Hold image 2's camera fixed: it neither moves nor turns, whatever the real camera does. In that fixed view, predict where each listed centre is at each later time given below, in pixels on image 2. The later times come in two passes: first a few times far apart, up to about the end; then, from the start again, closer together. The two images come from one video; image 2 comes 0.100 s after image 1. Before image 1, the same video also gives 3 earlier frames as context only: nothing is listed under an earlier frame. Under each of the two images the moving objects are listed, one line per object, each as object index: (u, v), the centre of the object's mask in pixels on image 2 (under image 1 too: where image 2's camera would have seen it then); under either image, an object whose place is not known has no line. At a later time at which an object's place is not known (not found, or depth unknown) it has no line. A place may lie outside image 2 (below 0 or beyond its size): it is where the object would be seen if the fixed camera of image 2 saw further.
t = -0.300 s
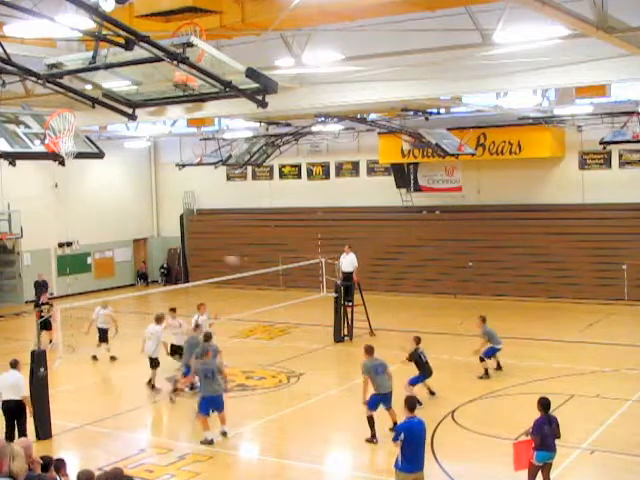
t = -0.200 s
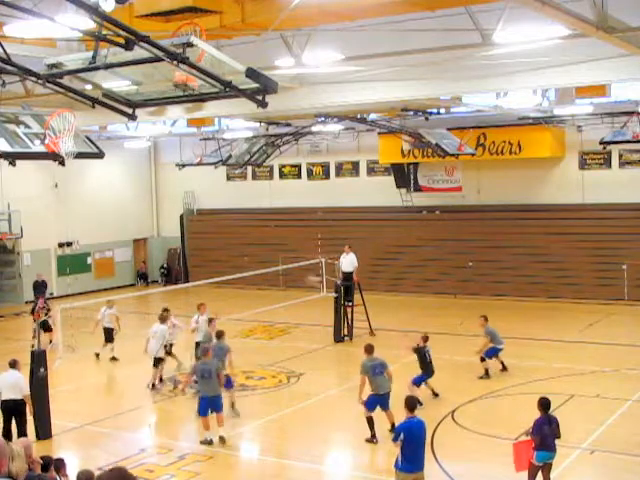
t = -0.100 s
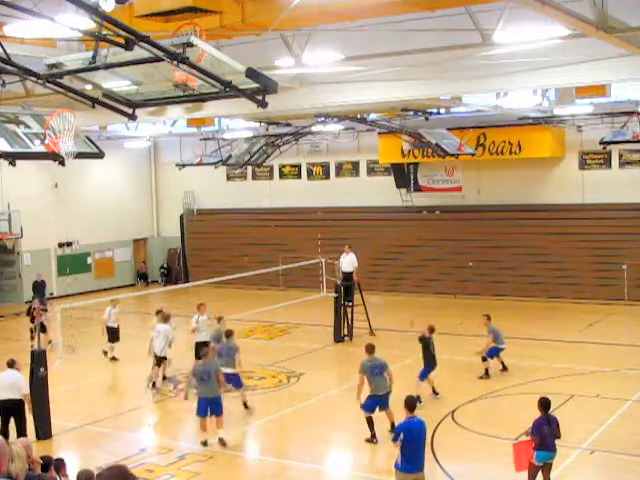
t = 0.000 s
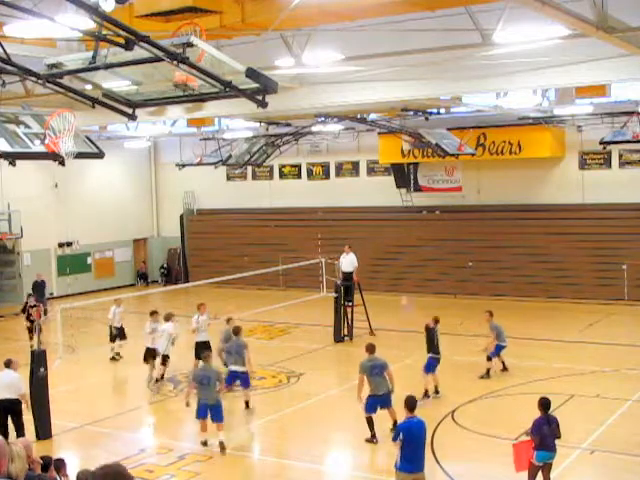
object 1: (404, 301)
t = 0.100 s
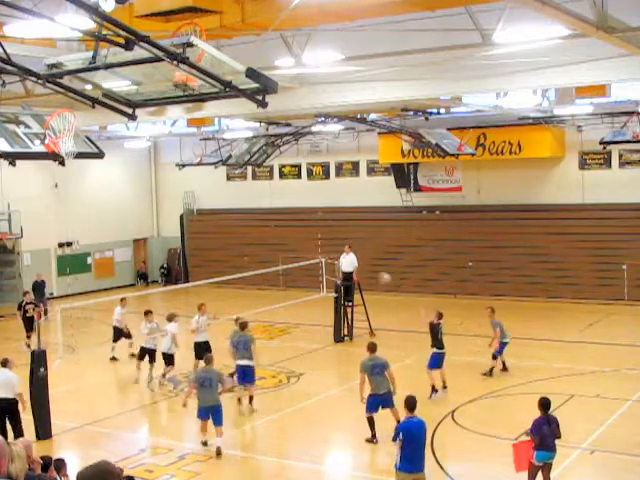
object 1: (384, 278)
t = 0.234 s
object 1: (362, 250)
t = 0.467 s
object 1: (325, 227)
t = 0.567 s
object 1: (311, 224)
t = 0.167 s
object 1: (373, 263)
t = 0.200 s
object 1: (368, 257)
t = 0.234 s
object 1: (362, 250)
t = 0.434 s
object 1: (330, 229)
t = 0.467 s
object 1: (325, 227)
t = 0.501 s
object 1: (320, 226)
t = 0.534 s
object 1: (315, 224)
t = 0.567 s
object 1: (311, 224)
